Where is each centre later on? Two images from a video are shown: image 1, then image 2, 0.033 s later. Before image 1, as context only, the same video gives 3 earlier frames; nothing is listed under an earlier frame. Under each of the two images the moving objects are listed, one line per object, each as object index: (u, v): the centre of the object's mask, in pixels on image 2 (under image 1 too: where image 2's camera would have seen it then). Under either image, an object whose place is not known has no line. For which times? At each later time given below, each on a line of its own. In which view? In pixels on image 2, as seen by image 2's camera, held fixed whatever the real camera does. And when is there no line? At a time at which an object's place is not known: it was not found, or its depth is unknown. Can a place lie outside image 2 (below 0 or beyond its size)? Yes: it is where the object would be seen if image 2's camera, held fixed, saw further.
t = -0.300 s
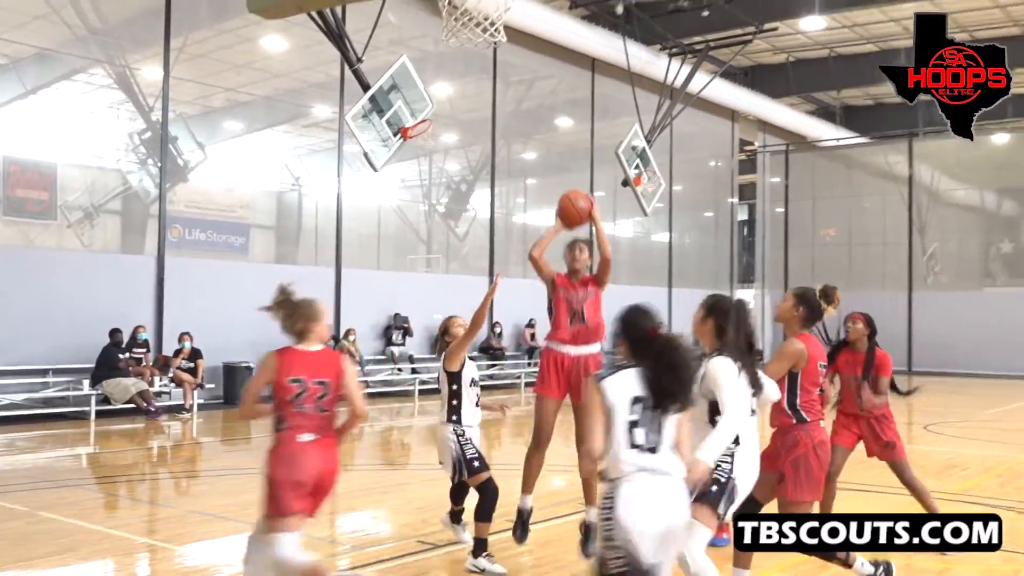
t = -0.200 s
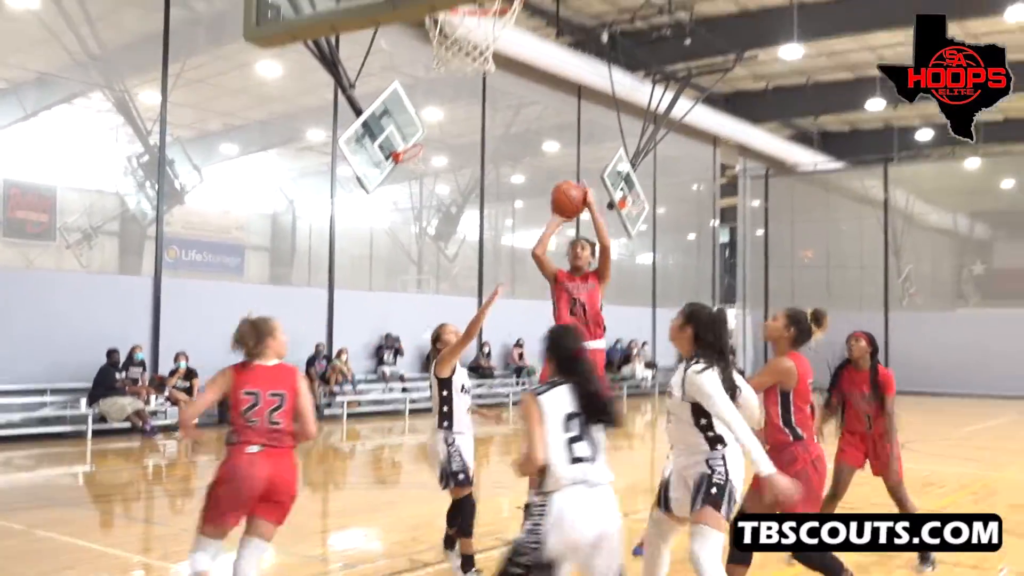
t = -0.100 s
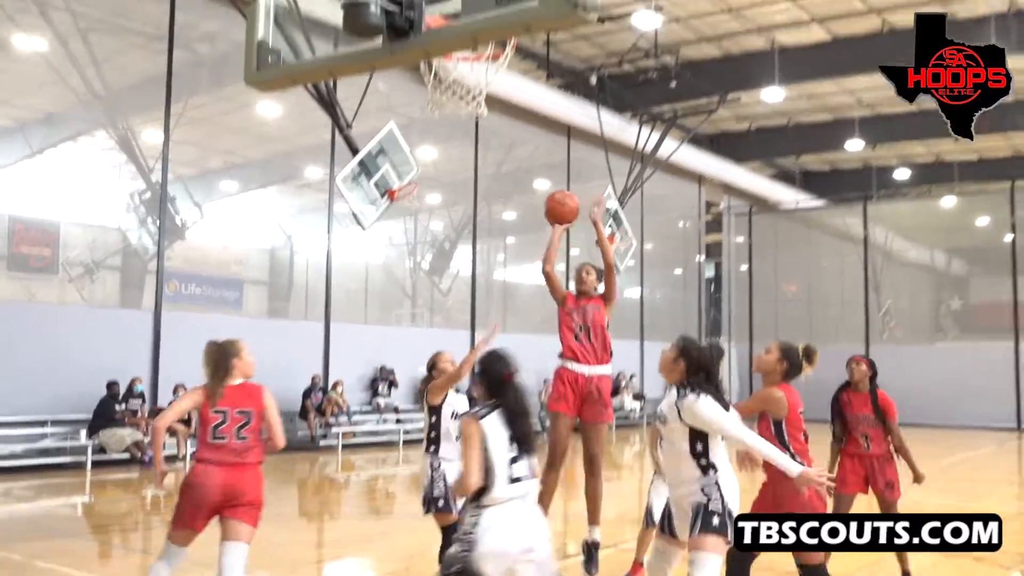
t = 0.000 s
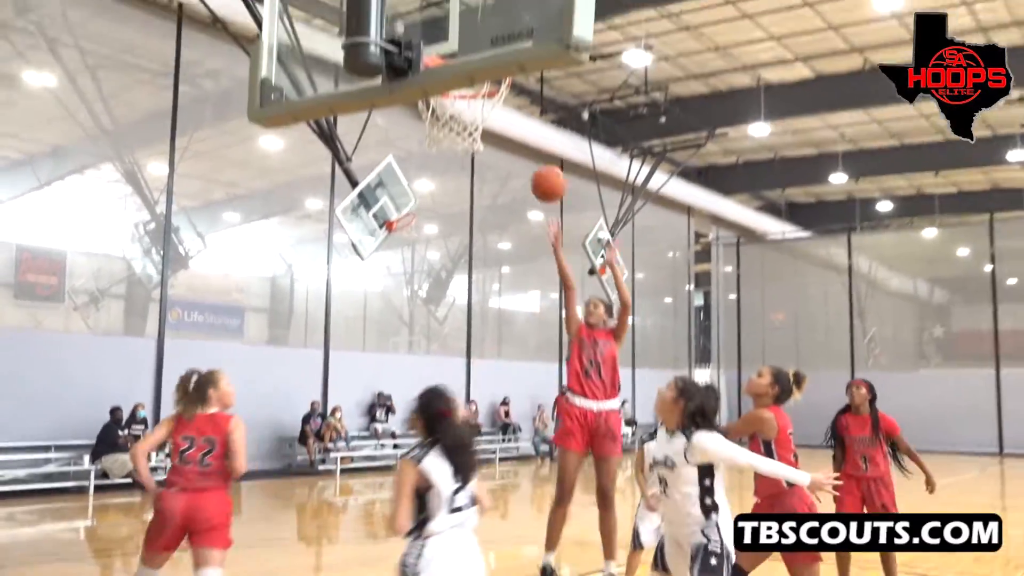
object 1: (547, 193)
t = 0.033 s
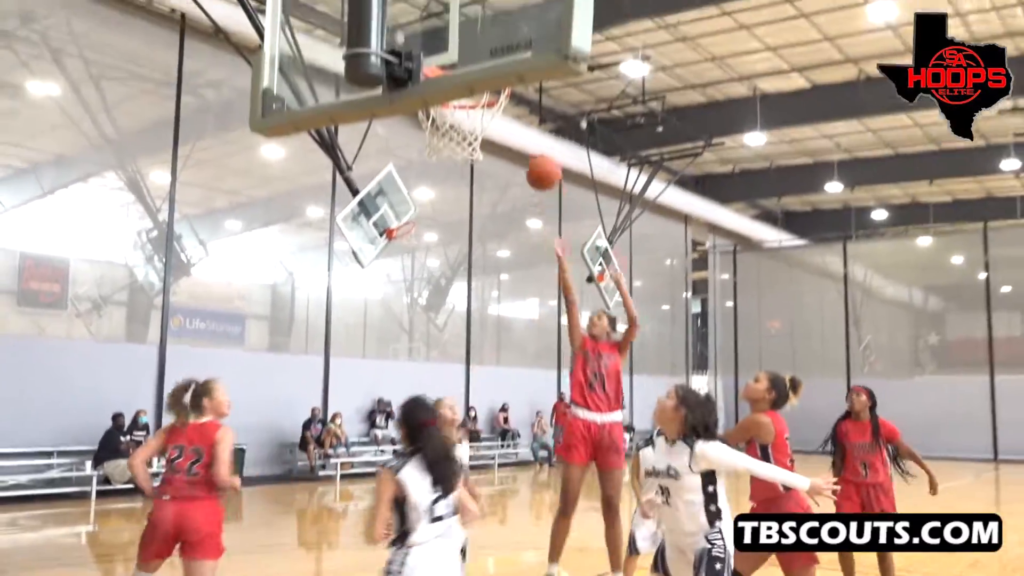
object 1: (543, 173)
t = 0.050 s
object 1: (541, 164)
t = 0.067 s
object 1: (540, 154)
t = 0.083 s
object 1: (537, 142)
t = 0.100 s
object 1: (535, 133)
